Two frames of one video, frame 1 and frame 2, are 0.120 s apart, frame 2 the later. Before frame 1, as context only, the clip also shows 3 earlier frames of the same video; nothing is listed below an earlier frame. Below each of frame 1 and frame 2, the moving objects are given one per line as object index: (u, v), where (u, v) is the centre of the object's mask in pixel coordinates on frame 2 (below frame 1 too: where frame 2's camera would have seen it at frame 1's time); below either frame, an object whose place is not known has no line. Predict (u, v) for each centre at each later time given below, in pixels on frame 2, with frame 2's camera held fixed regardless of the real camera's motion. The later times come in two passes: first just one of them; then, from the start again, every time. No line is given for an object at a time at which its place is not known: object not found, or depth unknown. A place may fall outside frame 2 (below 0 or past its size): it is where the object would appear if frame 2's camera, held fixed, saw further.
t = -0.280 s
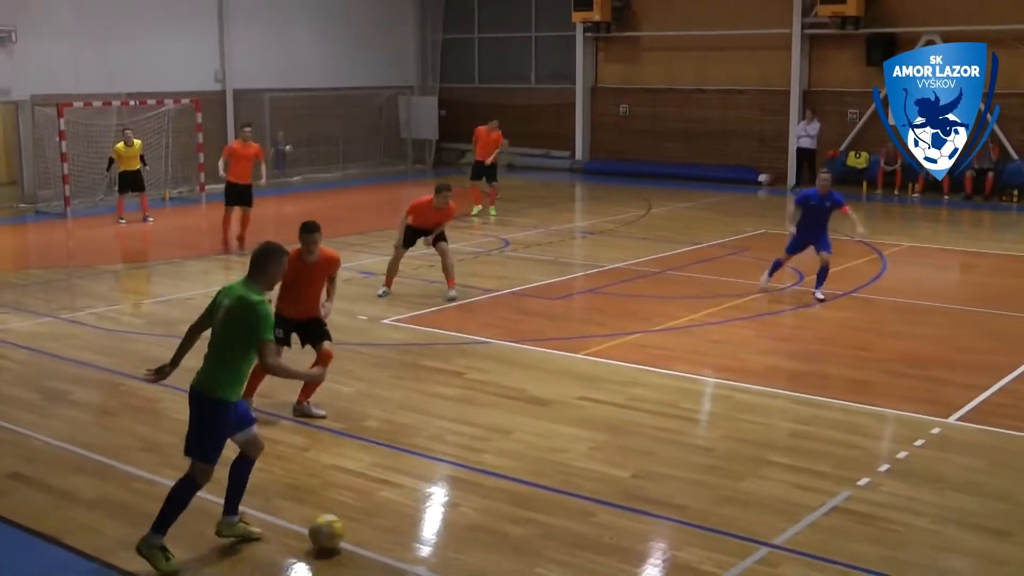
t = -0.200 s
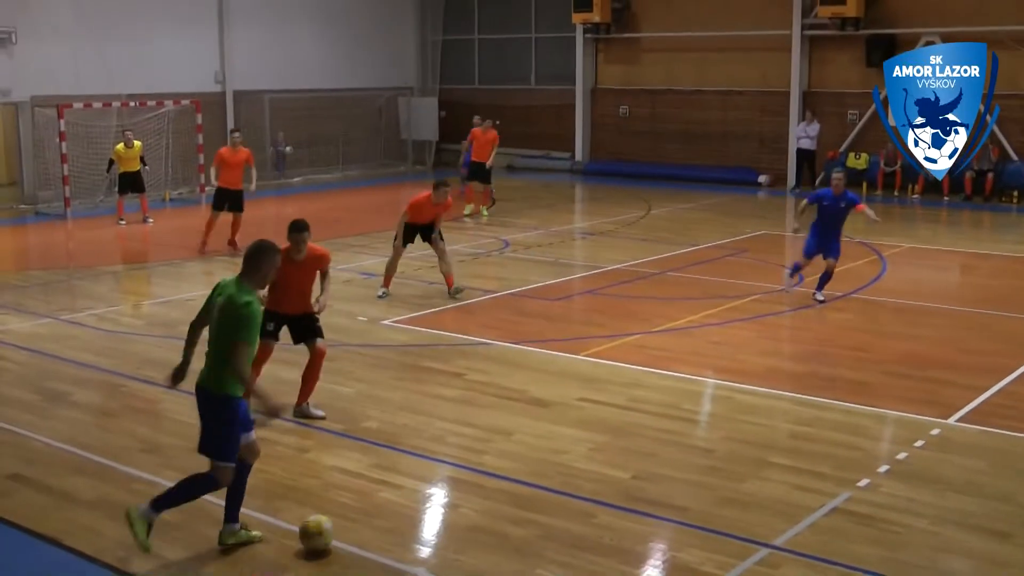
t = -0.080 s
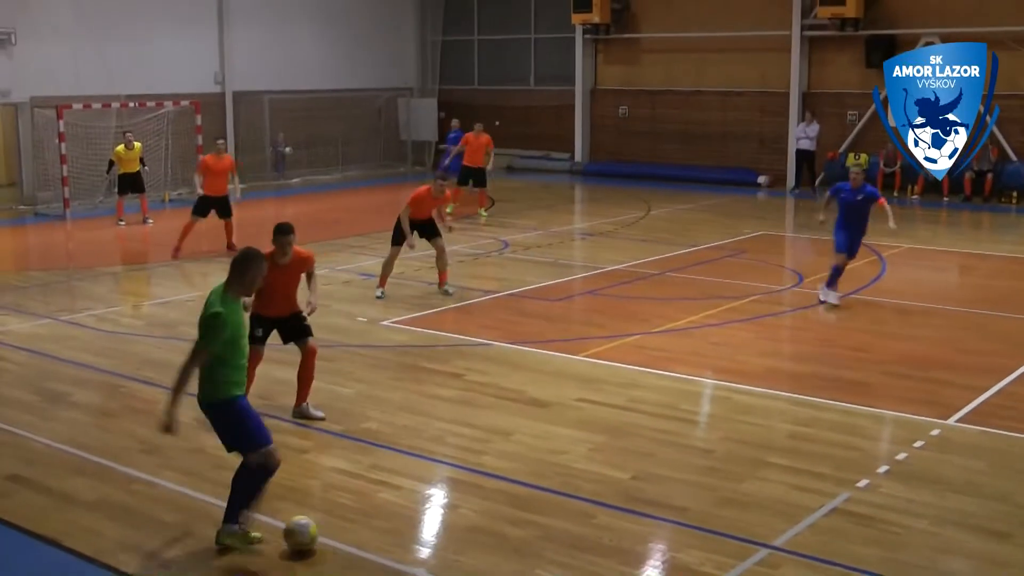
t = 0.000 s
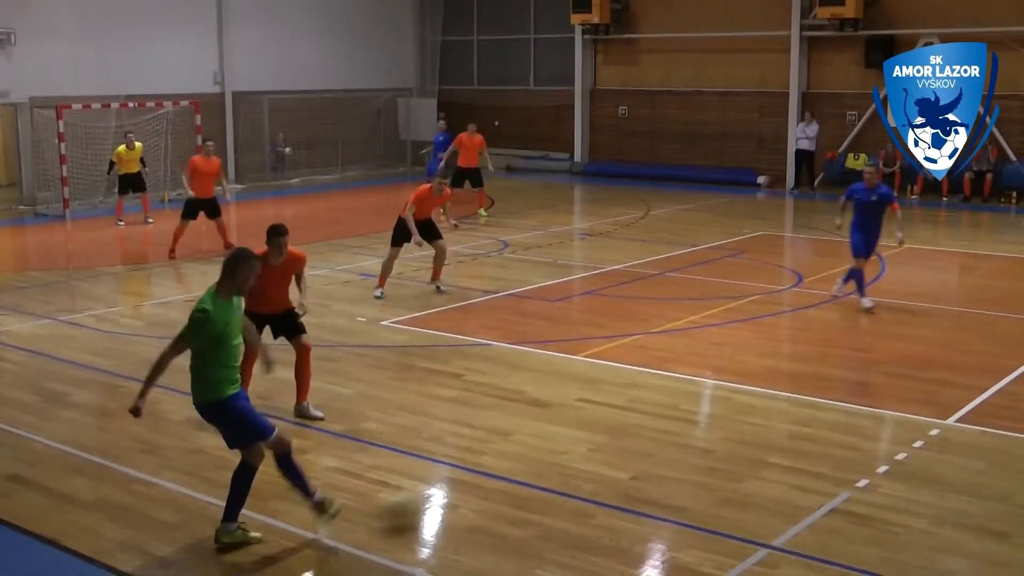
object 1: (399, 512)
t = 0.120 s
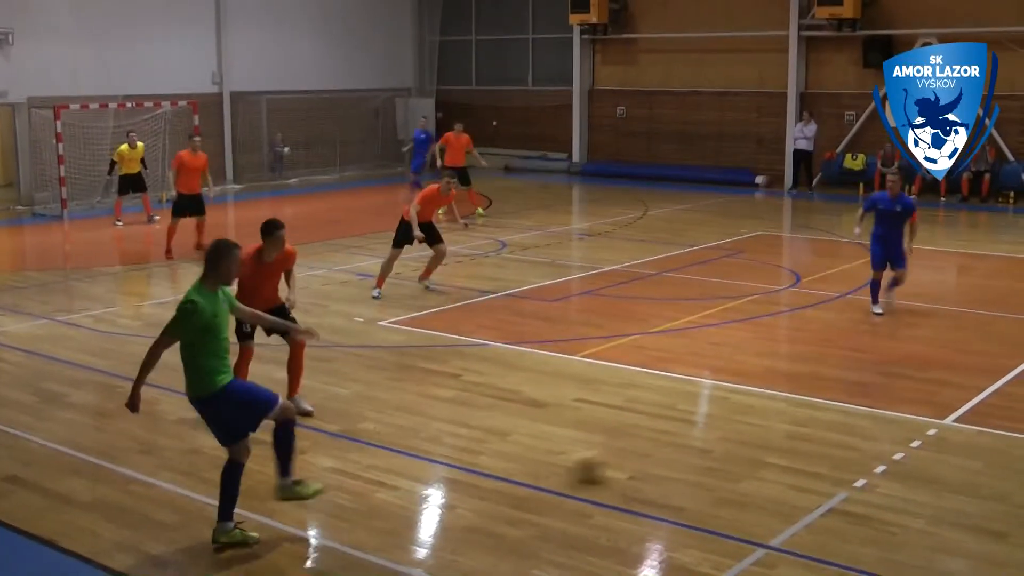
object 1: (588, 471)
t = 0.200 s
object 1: (691, 444)
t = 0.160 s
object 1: (641, 456)
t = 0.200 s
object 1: (691, 444)
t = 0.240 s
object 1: (734, 433)
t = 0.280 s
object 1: (774, 423)
